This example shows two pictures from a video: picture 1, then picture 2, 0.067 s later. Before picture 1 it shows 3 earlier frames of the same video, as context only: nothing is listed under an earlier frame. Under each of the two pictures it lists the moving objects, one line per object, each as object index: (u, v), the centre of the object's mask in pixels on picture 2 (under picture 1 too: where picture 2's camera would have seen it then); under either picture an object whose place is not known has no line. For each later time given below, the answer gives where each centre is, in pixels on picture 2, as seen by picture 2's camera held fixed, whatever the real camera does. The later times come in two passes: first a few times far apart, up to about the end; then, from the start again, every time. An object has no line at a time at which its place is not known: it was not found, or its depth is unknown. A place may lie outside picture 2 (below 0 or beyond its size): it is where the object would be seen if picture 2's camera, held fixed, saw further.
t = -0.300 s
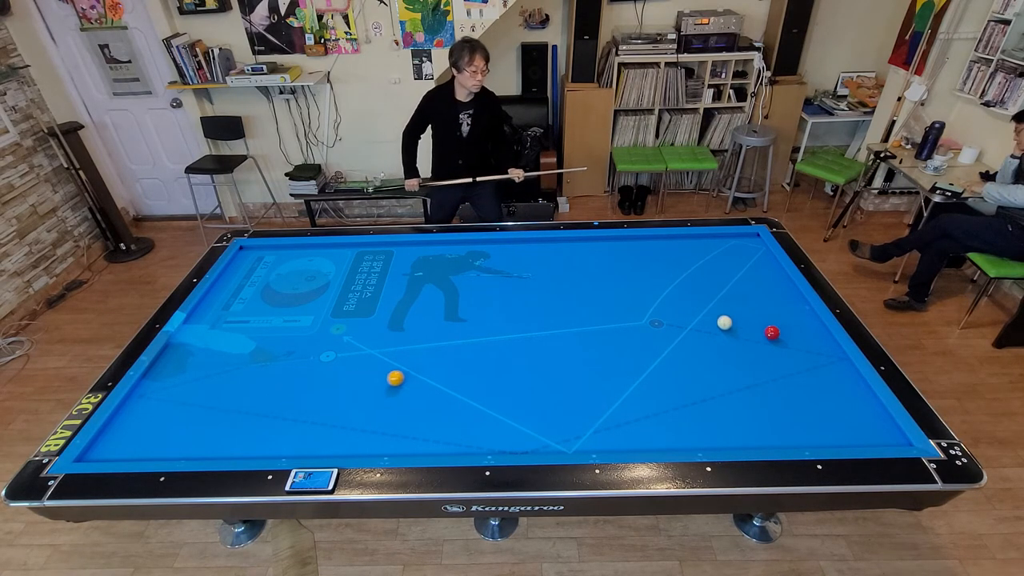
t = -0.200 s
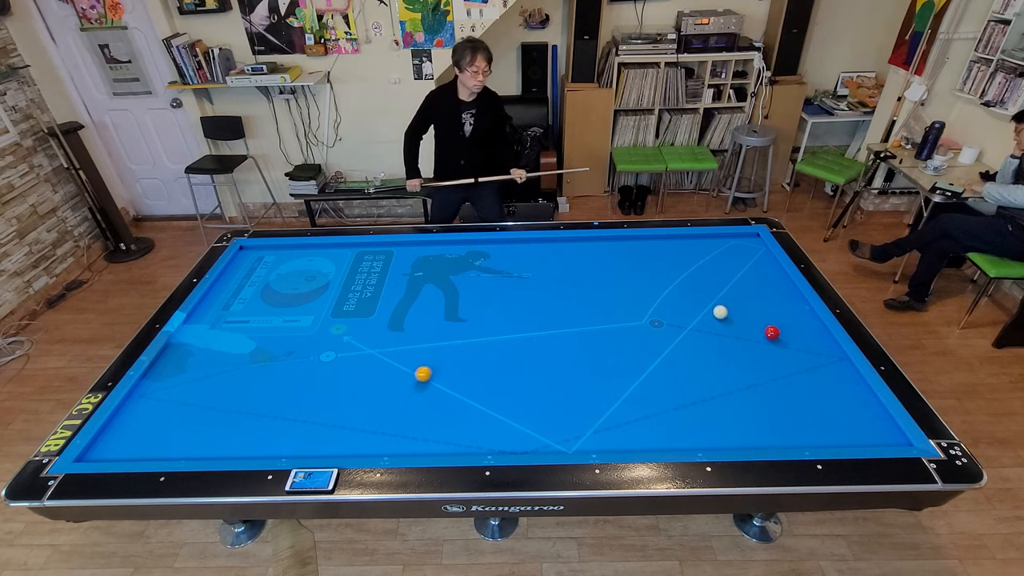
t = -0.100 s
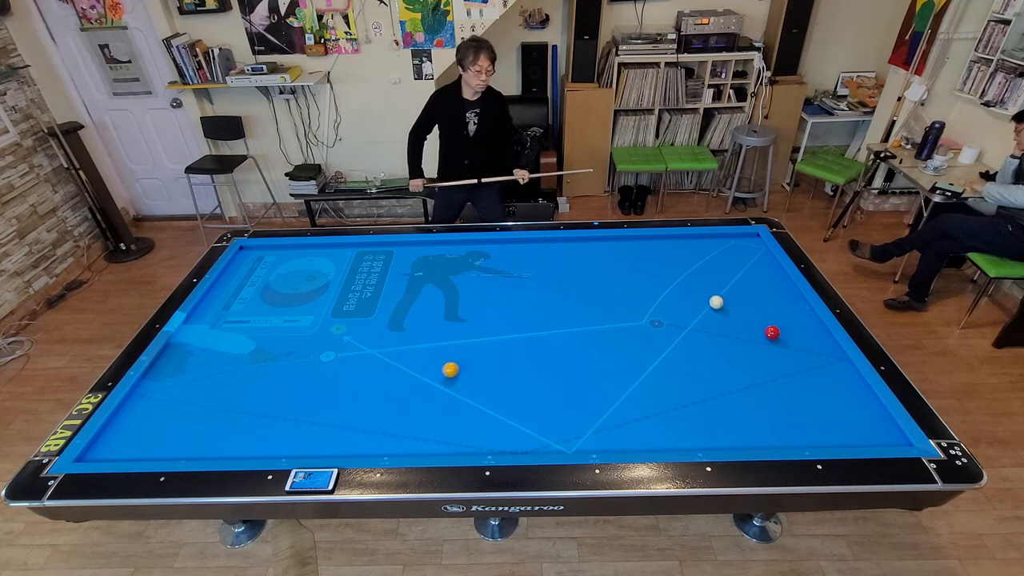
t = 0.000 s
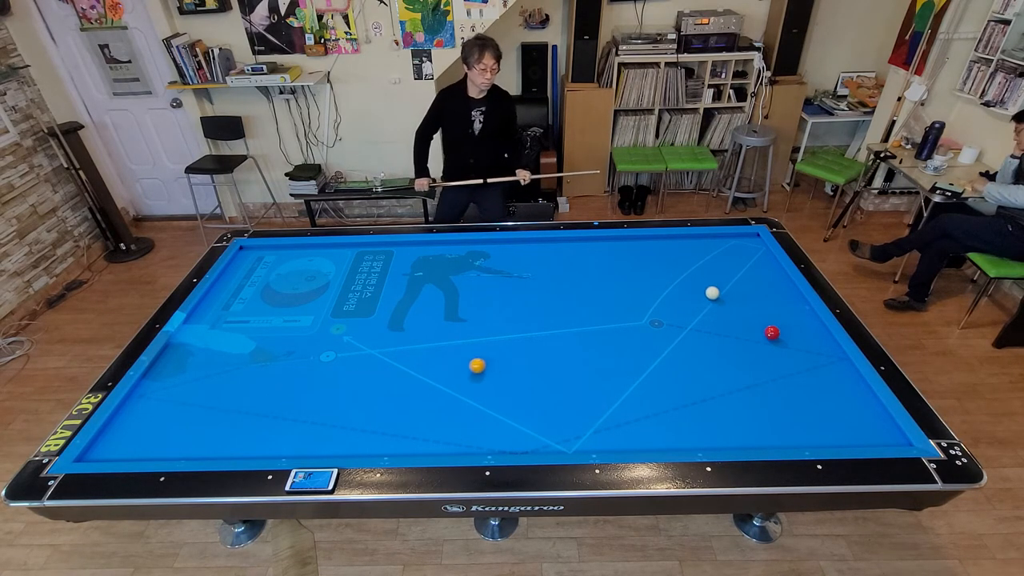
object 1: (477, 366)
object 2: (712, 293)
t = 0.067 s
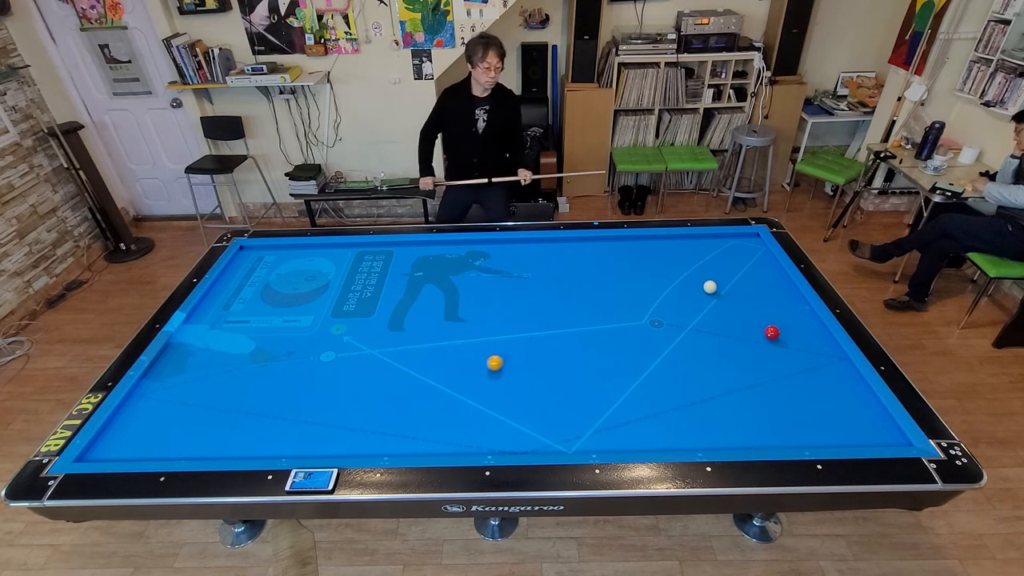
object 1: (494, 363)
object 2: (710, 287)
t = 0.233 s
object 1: (537, 356)
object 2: (704, 273)
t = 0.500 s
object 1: (604, 346)
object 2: (696, 253)
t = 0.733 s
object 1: (659, 337)
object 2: (689, 237)
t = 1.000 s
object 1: (719, 328)
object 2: (695, 247)
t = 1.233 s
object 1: (769, 320)
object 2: (701, 256)
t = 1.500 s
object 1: (798, 313)
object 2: (707, 267)
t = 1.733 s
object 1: (762, 310)
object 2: (713, 277)
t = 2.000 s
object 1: (726, 307)
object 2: (720, 288)
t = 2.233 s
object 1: (695, 305)
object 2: (726, 298)
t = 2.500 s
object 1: (662, 302)
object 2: (733, 310)
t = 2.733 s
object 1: (634, 300)
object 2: (739, 320)
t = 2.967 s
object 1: (607, 297)
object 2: (745, 330)
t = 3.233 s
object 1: (577, 295)
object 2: (751, 343)
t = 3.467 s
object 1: (552, 293)
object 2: (757, 353)
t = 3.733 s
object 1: (525, 291)
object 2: (765, 366)
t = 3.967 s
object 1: (502, 289)
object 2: (770, 377)
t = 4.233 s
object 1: (474, 287)
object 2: (778, 391)
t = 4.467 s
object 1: (453, 285)
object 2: (782, 401)
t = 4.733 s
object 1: (429, 283)
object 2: (787, 413)
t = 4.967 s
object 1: (410, 281)
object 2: (792, 424)
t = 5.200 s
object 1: (391, 280)
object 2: (796, 434)
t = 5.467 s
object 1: (370, 278)
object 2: (799, 440)
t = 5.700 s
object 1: (352, 277)
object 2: (795, 435)
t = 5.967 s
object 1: (334, 276)
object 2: (792, 429)
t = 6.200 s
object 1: (317, 275)
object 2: (790, 425)
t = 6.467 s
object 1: (299, 274)
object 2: (787, 420)
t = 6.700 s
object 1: (284, 274)
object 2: (786, 417)
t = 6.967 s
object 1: (268, 273)
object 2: (784, 413)
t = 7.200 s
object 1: (254, 272)
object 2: (783, 411)
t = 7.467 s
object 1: (239, 272)
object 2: (783, 409)
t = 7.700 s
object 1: (226, 272)
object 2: (781, 407)
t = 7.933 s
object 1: (233, 271)
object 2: (781, 406)
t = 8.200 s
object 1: (242, 270)
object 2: (780, 406)
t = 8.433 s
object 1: (250, 270)
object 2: (780, 406)
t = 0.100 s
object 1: (503, 362)
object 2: (709, 284)
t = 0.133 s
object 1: (511, 360)
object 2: (707, 281)
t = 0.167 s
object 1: (520, 359)
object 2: (706, 278)
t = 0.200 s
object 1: (529, 357)
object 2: (705, 276)
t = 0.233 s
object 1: (537, 356)
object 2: (704, 273)
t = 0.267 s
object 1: (546, 355)
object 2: (703, 270)
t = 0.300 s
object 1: (554, 354)
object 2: (702, 268)
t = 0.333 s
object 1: (563, 352)
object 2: (701, 265)
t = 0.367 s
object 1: (571, 351)
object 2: (699, 263)
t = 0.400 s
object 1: (579, 350)
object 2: (698, 260)
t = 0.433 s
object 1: (587, 348)
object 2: (697, 258)
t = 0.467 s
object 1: (595, 347)
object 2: (697, 255)
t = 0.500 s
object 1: (604, 346)
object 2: (696, 253)
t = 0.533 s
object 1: (611, 345)
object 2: (694, 250)
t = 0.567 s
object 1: (620, 343)
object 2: (693, 248)
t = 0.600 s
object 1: (627, 342)
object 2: (693, 246)
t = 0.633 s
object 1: (635, 341)
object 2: (692, 244)
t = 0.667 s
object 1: (643, 339)
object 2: (691, 241)
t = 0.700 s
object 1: (651, 338)
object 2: (690, 239)
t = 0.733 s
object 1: (659, 337)
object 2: (689, 237)
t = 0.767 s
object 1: (666, 336)
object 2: (689, 238)
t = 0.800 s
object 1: (674, 335)
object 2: (690, 239)
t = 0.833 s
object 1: (681, 334)
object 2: (691, 241)
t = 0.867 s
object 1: (689, 332)
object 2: (692, 242)
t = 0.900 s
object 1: (696, 331)
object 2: (693, 243)
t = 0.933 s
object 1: (704, 330)
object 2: (694, 245)
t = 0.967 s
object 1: (711, 329)
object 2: (694, 246)
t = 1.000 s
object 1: (719, 328)
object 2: (695, 247)
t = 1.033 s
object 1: (726, 327)
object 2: (696, 249)
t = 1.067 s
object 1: (733, 326)
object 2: (697, 250)
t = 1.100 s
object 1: (740, 324)
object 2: (697, 251)
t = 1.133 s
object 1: (747, 323)
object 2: (698, 252)
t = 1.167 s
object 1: (755, 322)
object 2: (699, 254)
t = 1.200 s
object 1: (762, 321)
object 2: (700, 255)
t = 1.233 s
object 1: (769, 320)
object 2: (701, 256)
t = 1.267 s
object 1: (776, 319)
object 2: (701, 258)
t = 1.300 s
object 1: (783, 317)
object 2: (702, 259)
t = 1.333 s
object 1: (790, 317)
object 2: (703, 260)
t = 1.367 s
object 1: (796, 316)
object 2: (704, 262)
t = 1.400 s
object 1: (804, 314)
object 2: (705, 263)
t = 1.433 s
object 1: (810, 314)
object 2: (705, 264)
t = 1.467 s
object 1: (804, 313)
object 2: (706, 266)
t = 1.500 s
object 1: (798, 313)
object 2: (707, 267)
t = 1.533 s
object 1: (791, 313)
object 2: (708, 268)
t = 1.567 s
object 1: (786, 312)
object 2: (709, 270)
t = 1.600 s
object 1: (781, 312)
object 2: (709, 271)
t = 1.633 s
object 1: (776, 311)
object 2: (710, 273)
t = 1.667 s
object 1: (771, 311)
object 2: (711, 274)
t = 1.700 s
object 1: (766, 311)
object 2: (712, 275)
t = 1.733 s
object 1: (762, 310)
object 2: (713, 277)
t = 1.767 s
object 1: (757, 310)
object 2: (714, 278)
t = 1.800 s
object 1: (753, 310)
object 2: (715, 279)
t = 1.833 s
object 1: (748, 309)
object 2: (715, 281)
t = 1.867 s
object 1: (744, 309)
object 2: (716, 282)
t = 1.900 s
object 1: (739, 308)
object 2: (717, 284)
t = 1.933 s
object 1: (735, 308)
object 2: (718, 285)
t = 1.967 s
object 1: (730, 307)
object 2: (719, 286)
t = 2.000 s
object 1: (726, 307)
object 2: (720, 288)
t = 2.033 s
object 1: (721, 307)
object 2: (720, 289)
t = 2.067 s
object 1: (717, 306)
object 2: (721, 291)
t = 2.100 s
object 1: (713, 306)
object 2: (722, 292)
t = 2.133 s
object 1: (709, 306)
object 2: (723, 294)
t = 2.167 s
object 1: (704, 305)
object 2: (724, 295)
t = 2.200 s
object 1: (700, 305)
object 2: (725, 297)
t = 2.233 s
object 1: (695, 305)
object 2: (726, 298)
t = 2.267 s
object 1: (691, 304)
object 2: (727, 299)
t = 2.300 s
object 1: (687, 304)
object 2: (727, 301)
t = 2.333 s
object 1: (683, 304)
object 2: (728, 302)
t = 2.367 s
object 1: (679, 303)
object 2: (729, 304)
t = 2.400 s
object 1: (674, 303)
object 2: (730, 305)
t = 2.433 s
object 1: (670, 303)
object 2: (731, 307)
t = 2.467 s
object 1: (666, 302)
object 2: (732, 308)
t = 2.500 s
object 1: (662, 302)
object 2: (733, 310)
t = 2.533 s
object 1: (658, 301)
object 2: (733, 311)
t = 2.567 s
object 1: (654, 301)
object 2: (734, 313)
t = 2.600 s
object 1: (650, 301)
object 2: (735, 314)
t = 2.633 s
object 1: (646, 300)
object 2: (736, 315)
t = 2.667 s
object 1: (642, 300)
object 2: (737, 317)
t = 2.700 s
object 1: (638, 300)
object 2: (738, 319)
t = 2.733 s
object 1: (634, 300)
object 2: (739, 320)
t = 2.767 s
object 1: (630, 299)
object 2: (739, 322)
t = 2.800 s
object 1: (626, 299)
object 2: (740, 323)
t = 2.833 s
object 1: (622, 299)
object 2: (741, 325)
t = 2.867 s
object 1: (619, 298)
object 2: (742, 326)
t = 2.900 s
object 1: (615, 298)
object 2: (743, 328)
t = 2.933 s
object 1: (611, 298)
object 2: (744, 329)
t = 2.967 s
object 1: (607, 297)
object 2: (745, 330)
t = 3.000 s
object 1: (603, 297)
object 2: (745, 332)
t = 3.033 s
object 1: (599, 297)
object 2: (746, 334)
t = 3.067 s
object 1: (596, 296)
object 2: (747, 335)
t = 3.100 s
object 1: (592, 296)
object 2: (748, 337)
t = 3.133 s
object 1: (588, 296)
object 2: (749, 338)
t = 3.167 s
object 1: (585, 296)
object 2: (750, 340)
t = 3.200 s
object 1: (581, 295)
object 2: (751, 341)
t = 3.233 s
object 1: (577, 295)
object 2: (751, 343)
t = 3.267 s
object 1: (574, 295)
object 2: (752, 344)
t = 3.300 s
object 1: (570, 294)
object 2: (753, 346)
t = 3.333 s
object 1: (567, 294)
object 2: (754, 347)
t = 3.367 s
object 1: (563, 294)
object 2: (755, 349)
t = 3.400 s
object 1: (559, 294)
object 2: (756, 351)
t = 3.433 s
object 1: (556, 293)
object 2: (757, 352)
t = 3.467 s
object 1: (552, 293)
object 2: (757, 353)
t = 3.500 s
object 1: (549, 293)
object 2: (758, 355)
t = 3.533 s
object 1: (546, 292)
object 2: (759, 357)
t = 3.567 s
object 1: (542, 292)
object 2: (760, 358)
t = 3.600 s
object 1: (539, 292)
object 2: (761, 360)
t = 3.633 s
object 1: (535, 292)
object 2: (762, 361)
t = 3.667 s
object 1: (532, 291)
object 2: (763, 363)
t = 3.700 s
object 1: (528, 291)
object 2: (764, 364)
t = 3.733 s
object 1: (525, 291)
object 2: (765, 366)
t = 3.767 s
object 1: (522, 290)
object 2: (765, 367)
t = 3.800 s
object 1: (518, 290)
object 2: (766, 369)
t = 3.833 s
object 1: (515, 290)
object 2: (767, 371)
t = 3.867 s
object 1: (512, 290)
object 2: (768, 372)
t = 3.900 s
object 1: (509, 289)
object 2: (769, 374)
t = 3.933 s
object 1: (505, 289)
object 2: (770, 375)
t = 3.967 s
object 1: (502, 289)
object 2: (770, 377)
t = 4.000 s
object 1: (499, 288)
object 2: (771, 378)
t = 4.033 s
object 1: (495, 288)
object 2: (772, 380)
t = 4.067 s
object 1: (492, 288)
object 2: (773, 381)
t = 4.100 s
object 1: (489, 288)
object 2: (774, 383)
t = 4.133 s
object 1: (486, 287)
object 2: (774, 385)
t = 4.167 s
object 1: (483, 287)
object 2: (775, 386)
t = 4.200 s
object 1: (480, 287)
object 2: (776, 388)
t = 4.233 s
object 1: (474, 287)
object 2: (778, 391)
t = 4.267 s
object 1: (470, 287)
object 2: (778, 392)
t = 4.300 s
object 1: (467, 286)
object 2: (779, 394)
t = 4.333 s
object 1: (464, 286)
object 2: (780, 395)
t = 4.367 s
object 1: (461, 286)
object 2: (780, 397)
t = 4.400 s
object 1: (458, 285)
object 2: (781, 398)
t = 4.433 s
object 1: (456, 285)
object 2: (782, 400)
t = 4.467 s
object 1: (453, 285)
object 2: (782, 401)
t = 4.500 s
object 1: (450, 285)
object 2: (783, 403)
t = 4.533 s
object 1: (447, 284)
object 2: (784, 405)
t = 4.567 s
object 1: (444, 284)
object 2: (784, 406)
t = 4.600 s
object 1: (441, 284)
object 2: (785, 408)
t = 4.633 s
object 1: (438, 284)
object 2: (785, 409)
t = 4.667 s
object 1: (435, 283)
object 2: (786, 411)
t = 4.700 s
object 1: (432, 283)
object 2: (787, 412)
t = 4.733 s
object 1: (429, 283)
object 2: (787, 413)
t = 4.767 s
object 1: (427, 283)
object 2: (788, 415)
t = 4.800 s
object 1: (424, 283)
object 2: (788, 416)
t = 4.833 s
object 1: (421, 282)
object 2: (789, 418)
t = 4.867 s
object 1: (418, 282)
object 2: (790, 419)
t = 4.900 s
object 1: (416, 282)
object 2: (790, 421)
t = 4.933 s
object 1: (413, 281)
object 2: (791, 422)
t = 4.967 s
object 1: (410, 281)
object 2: (792, 424)
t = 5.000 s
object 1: (407, 281)
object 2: (792, 425)
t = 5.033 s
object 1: (404, 281)
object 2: (793, 427)
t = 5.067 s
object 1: (402, 281)
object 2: (793, 428)
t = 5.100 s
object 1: (399, 281)
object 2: (794, 430)
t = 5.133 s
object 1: (396, 280)
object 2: (795, 431)
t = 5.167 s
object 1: (393, 280)
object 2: (795, 433)
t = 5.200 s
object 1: (391, 280)
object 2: (796, 434)
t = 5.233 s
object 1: (388, 280)
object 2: (797, 436)
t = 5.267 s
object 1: (385, 280)
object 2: (797, 437)
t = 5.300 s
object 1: (383, 279)
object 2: (798, 438)
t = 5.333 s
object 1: (380, 279)
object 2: (798, 439)
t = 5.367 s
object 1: (378, 279)
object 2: (799, 440)
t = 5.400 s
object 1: (375, 279)
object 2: (799, 441)
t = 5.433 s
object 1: (373, 279)
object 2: (799, 441)
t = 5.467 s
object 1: (370, 278)
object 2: (799, 440)
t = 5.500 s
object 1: (367, 278)
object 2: (798, 439)
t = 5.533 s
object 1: (365, 278)
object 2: (798, 439)
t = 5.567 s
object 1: (362, 278)
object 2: (797, 438)
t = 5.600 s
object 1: (360, 278)
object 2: (797, 437)
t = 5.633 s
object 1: (357, 278)
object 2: (796, 437)
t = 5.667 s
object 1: (355, 277)
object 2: (796, 436)
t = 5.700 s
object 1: (352, 277)
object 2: (795, 435)
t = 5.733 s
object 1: (350, 277)
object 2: (795, 434)
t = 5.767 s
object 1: (348, 277)
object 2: (795, 433)
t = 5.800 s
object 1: (345, 277)
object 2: (794, 433)
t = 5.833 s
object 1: (343, 277)
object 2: (794, 432)
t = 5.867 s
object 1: (341, 276)
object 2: (793, 431)
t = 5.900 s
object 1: (338, 277)
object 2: (793, 431)
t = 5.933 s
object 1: (335, 276)
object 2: (792, 430)
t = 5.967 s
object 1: (334, 276)
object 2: (792, 429)
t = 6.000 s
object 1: (331, 276)
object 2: (792, 429)
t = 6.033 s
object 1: (329, 276)
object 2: (791, 428)
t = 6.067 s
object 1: (326, 275)
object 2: (791, 427)
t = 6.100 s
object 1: (324, 275)
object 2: (791, 427)
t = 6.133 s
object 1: (321, 275)
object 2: (790, 426)
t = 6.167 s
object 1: (320, 275)
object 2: (790, 425)
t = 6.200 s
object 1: (317, 275)
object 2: (790, 425)
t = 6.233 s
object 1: (315, 275)
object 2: (789, 424)
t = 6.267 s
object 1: (313, 275)
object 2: (789, 424)
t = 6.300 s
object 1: (310, 275)
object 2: (789, 423)
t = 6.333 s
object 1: (308, 274)
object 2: (788, 422)
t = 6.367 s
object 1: (306, 274)
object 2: (788, 422)
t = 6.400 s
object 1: (304, 274)
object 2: (788, 421)
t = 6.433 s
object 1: (302, 274)
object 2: (788, 421)
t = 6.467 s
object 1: (299, 274)
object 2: (787, 420)
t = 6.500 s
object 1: (297, 274)
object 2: (787, 420)
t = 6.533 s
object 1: (295, 274)
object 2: (787, 419)
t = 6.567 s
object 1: (293, 274)
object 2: (787, 419)
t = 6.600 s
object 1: (291, 274)
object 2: (786, 418)
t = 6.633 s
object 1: (288, 274)
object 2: (786, 418)
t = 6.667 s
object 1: (286, 274)
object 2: (786, 417)
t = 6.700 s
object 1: (284, 274)
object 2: (786, 417)
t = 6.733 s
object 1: (282, 273)
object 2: (785, 416)
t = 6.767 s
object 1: (280, 273)
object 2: (785, 416)
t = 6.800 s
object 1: (278, 273)
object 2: (785, 415)
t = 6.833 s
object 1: (276, 273)
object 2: (785, 415)
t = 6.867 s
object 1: (274, 273)
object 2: (785, 414)
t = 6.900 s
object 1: (272, 273)
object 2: (784, 414)
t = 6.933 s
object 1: (270, 273)
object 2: (784, 414)
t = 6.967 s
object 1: (268, 273)
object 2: (784, 413)
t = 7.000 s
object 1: (265, 273)
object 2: (784, 413)
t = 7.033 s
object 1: (264, 273)
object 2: (784, 413)
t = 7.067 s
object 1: (262, 273)
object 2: (784, 412)
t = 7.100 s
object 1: (260, 273)
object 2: (784, 412)
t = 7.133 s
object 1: (258, 272)
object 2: (784, 411)
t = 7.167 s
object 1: (256, 272)
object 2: (784, 411)
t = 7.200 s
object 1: (254, 272)
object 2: (783, 411)
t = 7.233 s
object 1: (252, 272)
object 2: (783, 411)
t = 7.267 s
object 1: (250, 272)
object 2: (783, 410)
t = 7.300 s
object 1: (248, 272)
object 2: (783, 410)
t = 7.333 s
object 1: (246, 272)
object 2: (783, 410)
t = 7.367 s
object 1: (244, 272)
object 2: (783, 409)
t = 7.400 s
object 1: (242, 272)
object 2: (783, 409)
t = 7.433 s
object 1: (241, 272)
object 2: (783, 409)
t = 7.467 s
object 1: (239, 272)
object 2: (783, 409)
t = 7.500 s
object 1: (237, 272)
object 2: (782, 408)
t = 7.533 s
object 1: (235, 272)
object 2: (782, 408)
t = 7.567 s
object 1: (233, 272)
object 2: (782, 408)
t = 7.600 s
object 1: (231, 272)
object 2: (782, 408)
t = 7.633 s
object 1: (229, 272)
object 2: (782, 408)
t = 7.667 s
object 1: (227, 272)
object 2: (781, 407)
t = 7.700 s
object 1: (226, 272)
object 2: (781, 407)
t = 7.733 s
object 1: (226, 272)
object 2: (781, 407)
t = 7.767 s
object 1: (227, 272)
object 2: (781, 407)
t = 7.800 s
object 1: (228, 271)
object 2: (781, 407)
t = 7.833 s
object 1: (229, 271)
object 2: (781, 406)
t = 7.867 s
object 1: (231, 271)
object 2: (781, 406)
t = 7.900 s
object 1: (232, 271)
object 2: (781, 406)
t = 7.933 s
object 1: (233, 271)
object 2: (781, 406)
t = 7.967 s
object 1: (234, 271)
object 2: (781, 406)
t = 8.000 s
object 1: (235, 271)
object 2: (781, 406)
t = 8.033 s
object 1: (236, 271)
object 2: (780, 406)
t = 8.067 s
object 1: (238, 271)
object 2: (780, 406)
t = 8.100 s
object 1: (239, 271)
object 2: (780, 406)
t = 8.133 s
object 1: (240, 271)
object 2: (780, 406)
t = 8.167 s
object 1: (241, 270)
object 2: (780, 406)
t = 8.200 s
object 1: (242, 270)
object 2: (780, 406)
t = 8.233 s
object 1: (243, 270)
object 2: (780, 406)
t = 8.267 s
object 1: (244, 270)
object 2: (780, 405)
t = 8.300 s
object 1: (245, 270)
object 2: (780, 406)
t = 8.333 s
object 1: (246, 270)
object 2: (780, 406)
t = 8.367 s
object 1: (247, 271)
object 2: (780, 406)
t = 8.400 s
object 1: (248, 270)
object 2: (780, 406)
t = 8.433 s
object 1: (250, 270)
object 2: (780, 406)
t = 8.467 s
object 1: (251, 270)
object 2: (780, 406)
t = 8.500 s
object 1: (251, 270)
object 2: (780, 406)
